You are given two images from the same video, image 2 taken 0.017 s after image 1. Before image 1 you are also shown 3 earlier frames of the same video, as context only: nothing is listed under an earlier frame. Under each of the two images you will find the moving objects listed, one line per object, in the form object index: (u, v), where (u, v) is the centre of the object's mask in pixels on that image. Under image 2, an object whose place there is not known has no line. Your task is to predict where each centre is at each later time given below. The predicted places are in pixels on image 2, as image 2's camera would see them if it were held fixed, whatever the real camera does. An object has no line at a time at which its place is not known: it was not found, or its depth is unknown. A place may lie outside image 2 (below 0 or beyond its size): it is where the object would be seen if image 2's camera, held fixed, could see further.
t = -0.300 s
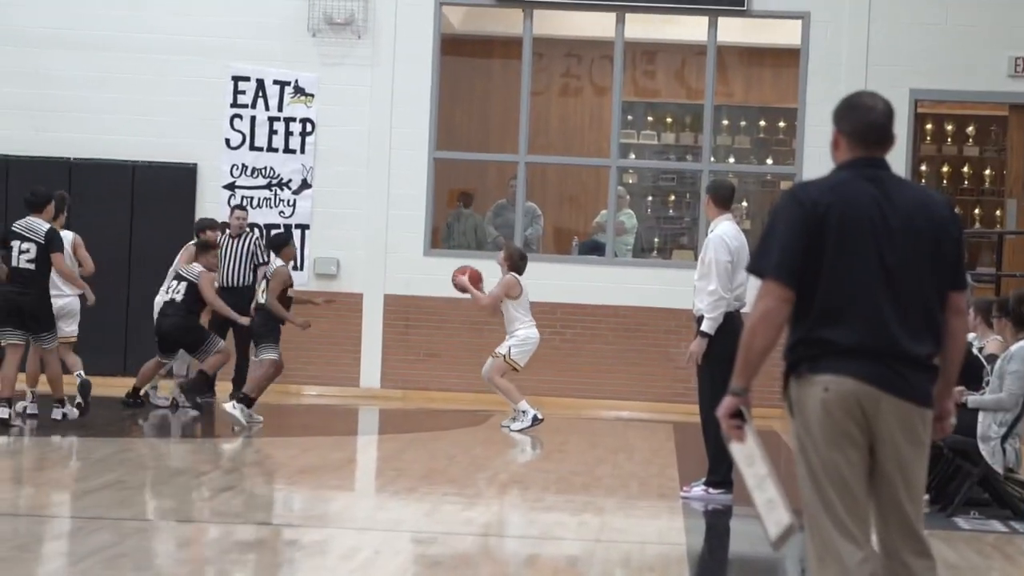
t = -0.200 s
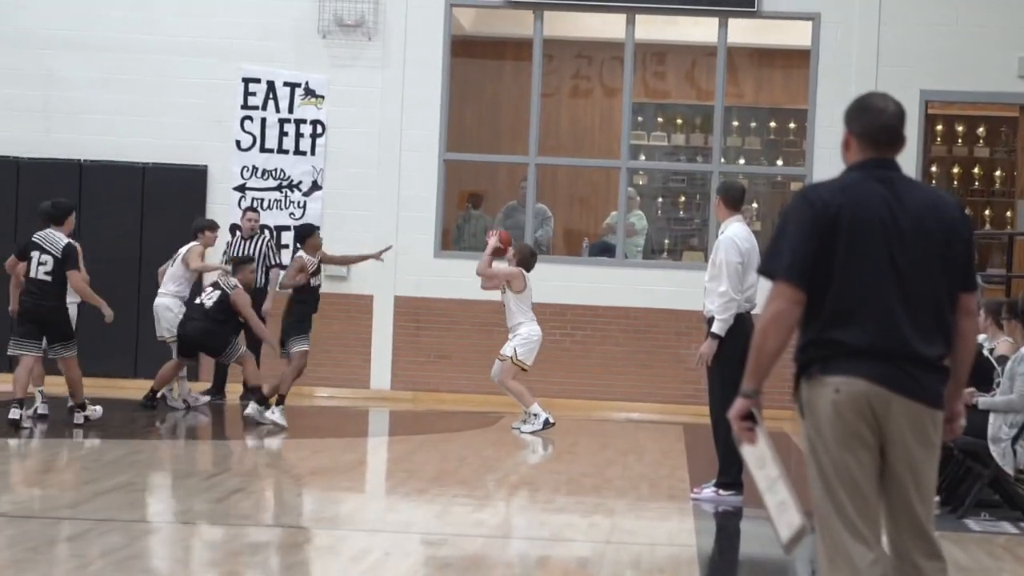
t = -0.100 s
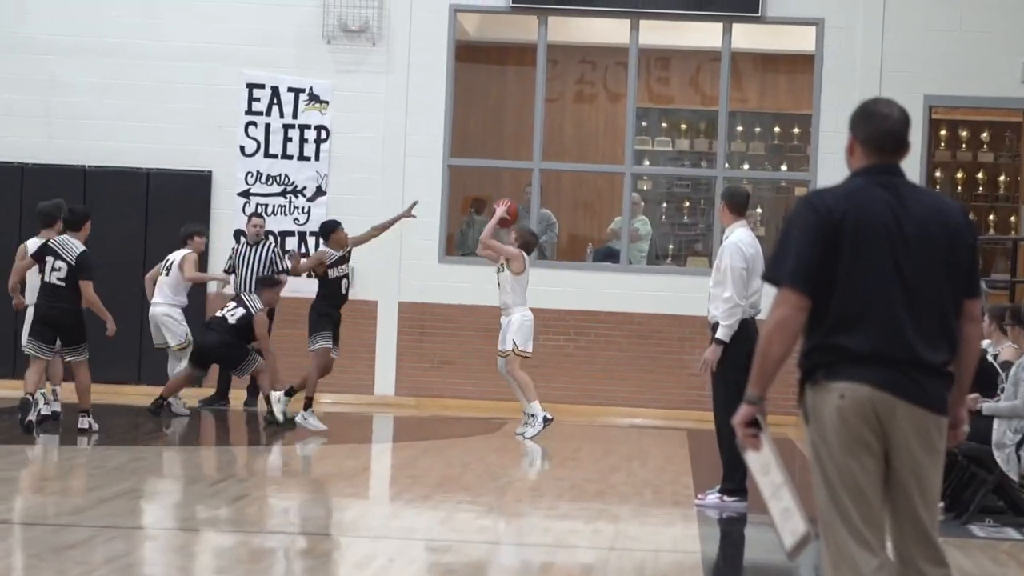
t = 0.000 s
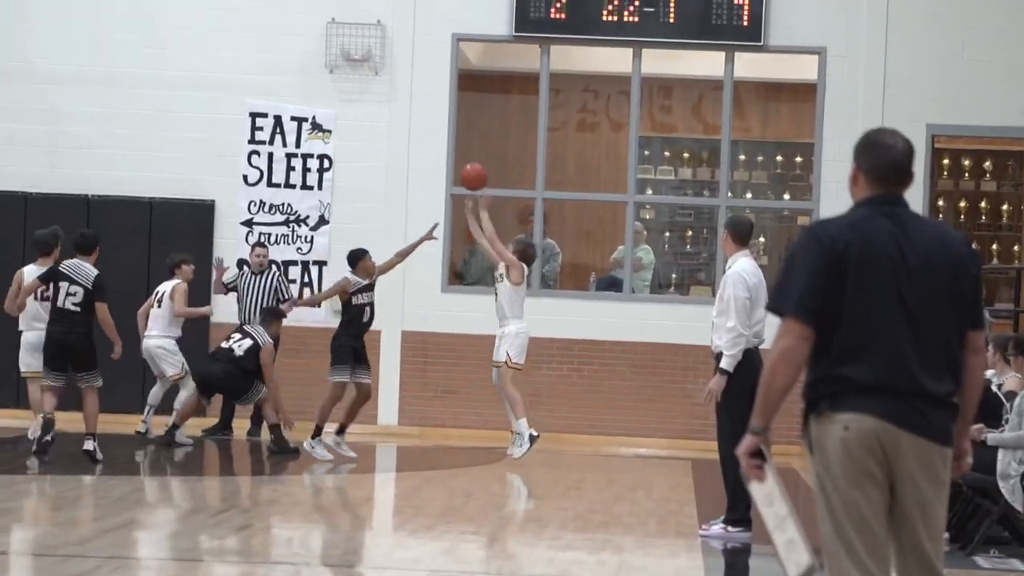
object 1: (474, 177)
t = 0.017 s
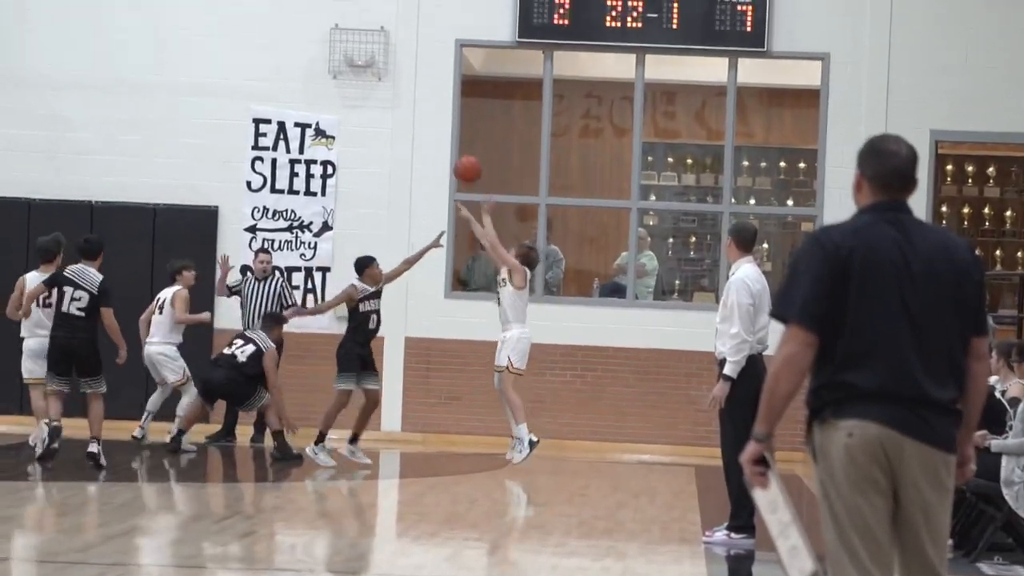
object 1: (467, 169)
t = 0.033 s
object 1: (458, 156)
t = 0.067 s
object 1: (439, 131)
